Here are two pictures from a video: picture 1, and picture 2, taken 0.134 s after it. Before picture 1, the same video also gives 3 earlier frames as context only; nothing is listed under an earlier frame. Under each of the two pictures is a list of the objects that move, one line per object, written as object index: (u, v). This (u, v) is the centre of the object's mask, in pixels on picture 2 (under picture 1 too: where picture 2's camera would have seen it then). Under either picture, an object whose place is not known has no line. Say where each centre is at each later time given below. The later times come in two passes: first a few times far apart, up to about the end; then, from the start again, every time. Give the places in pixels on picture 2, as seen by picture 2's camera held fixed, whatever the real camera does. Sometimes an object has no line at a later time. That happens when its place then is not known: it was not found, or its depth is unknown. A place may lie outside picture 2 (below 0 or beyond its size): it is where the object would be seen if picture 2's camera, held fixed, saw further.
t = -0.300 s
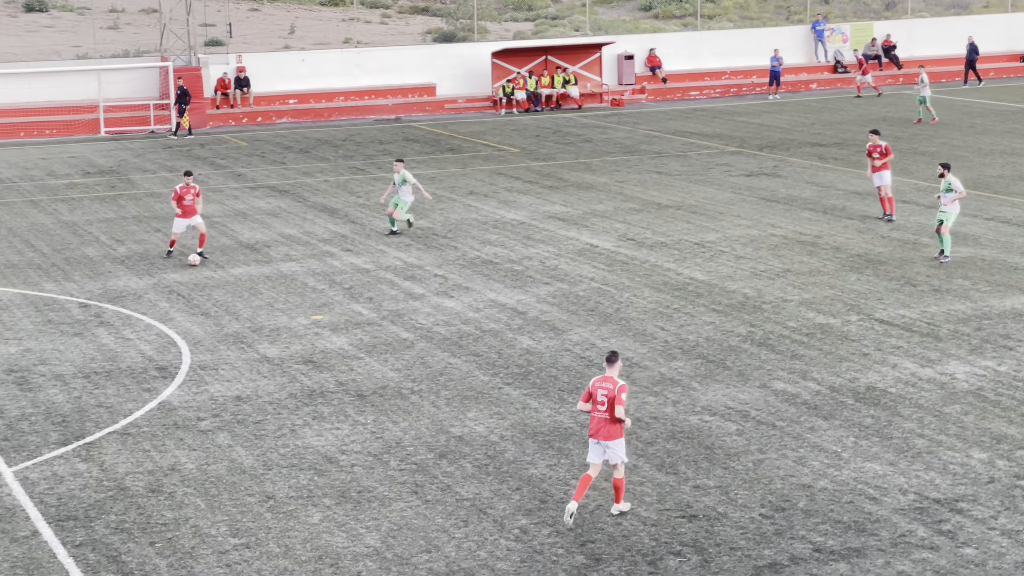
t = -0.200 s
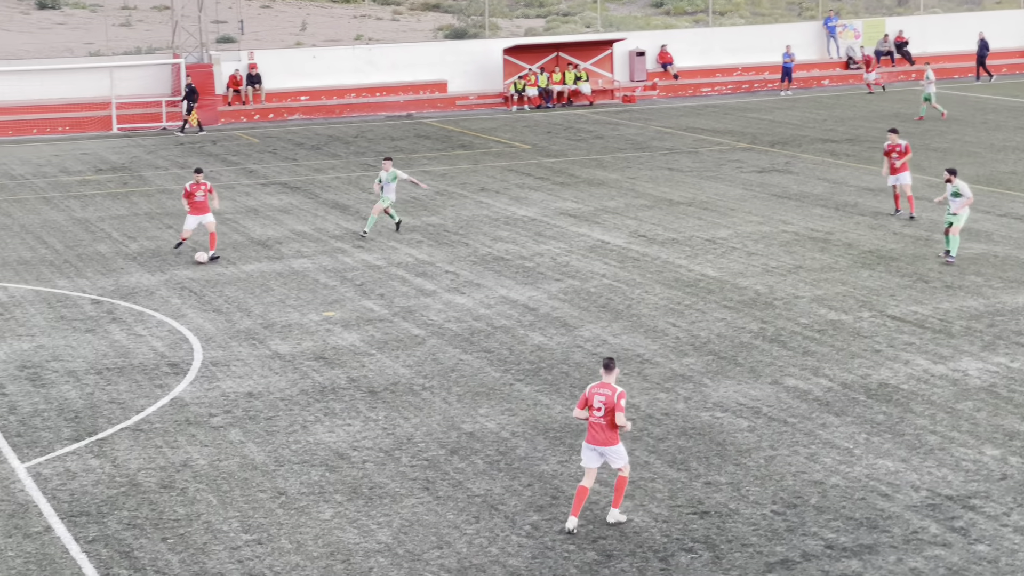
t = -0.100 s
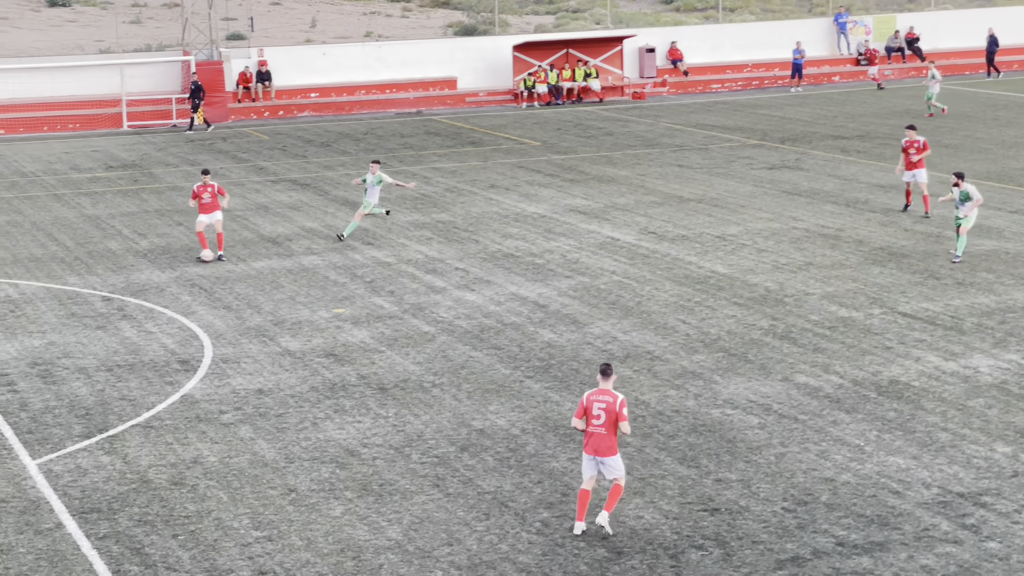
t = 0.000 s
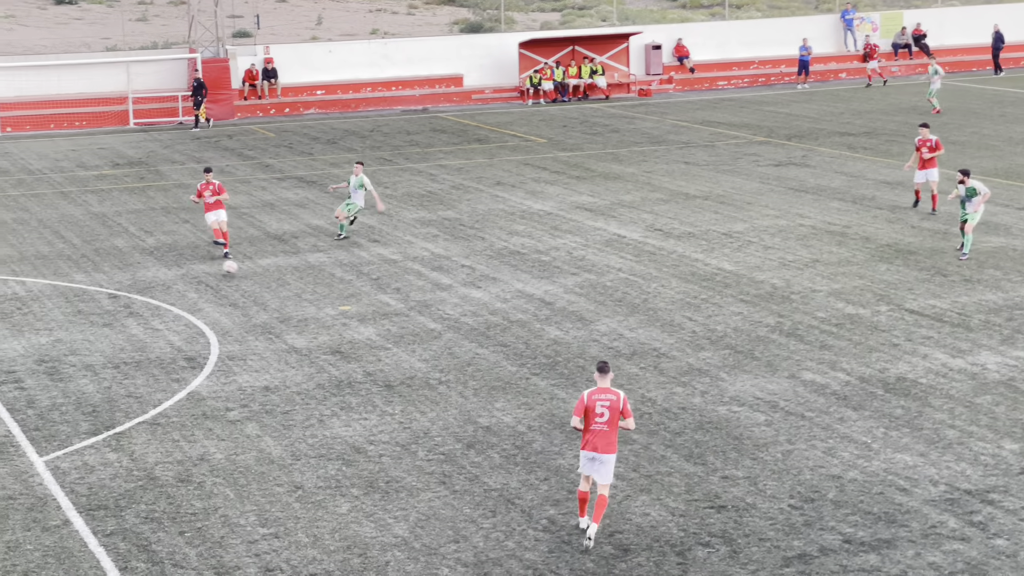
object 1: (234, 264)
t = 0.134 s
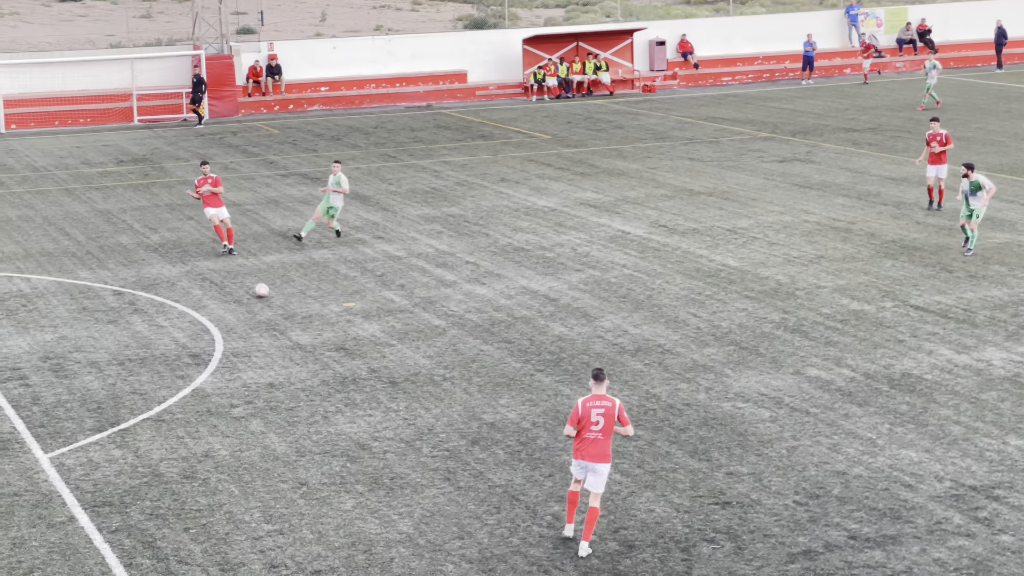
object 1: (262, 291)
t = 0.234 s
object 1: (283, 305)
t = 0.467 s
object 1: (343, 350)
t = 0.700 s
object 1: (412, 399)
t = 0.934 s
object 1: (487, 447)
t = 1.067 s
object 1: (532, 477)
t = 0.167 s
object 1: (268, 296)
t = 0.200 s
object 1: (276, 299)
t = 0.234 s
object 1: (283, 305)
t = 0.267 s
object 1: (290, 311)
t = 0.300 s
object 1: (298, 317)
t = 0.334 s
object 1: (307, 325)
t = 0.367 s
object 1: (316, 334)
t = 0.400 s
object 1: (325, 341)
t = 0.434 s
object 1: (332, 345)
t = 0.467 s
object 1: (343, 350)
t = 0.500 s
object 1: (352, 357)
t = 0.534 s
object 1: (361, 364)
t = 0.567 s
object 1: (371, 372)
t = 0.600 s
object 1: (382, 383)
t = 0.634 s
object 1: (392, 389)
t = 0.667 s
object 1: (402, 393)
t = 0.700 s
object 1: (412, 399)
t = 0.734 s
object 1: (422, 406)
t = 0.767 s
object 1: (433, 415)
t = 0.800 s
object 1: (444, 424)
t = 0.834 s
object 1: (455, 435)
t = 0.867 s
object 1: (466, 441)
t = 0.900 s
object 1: (477, 444)
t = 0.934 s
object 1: (487, 447)
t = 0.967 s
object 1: (498, 453)
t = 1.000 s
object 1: (509, 460)
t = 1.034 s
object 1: (521, 468)
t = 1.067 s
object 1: (532, 477)
